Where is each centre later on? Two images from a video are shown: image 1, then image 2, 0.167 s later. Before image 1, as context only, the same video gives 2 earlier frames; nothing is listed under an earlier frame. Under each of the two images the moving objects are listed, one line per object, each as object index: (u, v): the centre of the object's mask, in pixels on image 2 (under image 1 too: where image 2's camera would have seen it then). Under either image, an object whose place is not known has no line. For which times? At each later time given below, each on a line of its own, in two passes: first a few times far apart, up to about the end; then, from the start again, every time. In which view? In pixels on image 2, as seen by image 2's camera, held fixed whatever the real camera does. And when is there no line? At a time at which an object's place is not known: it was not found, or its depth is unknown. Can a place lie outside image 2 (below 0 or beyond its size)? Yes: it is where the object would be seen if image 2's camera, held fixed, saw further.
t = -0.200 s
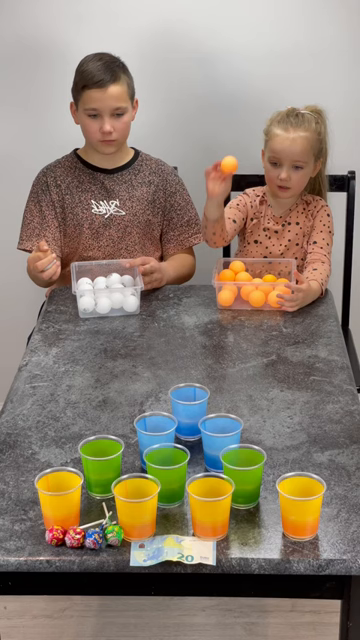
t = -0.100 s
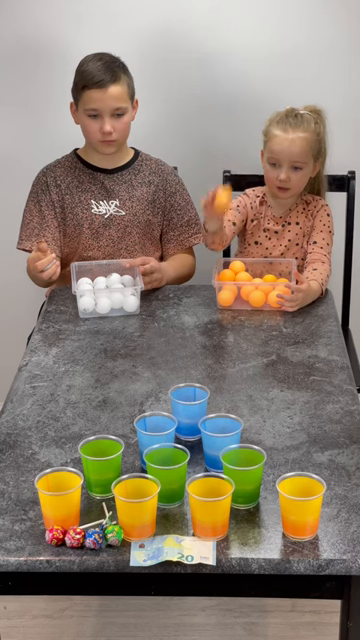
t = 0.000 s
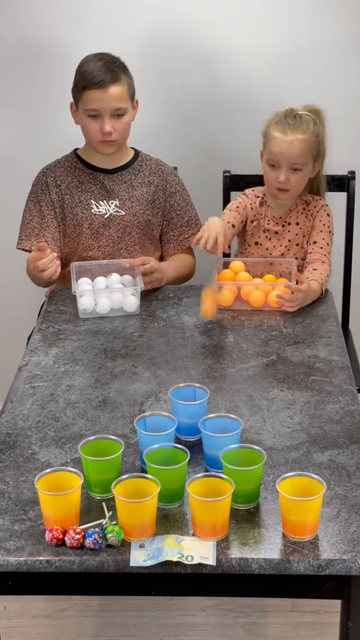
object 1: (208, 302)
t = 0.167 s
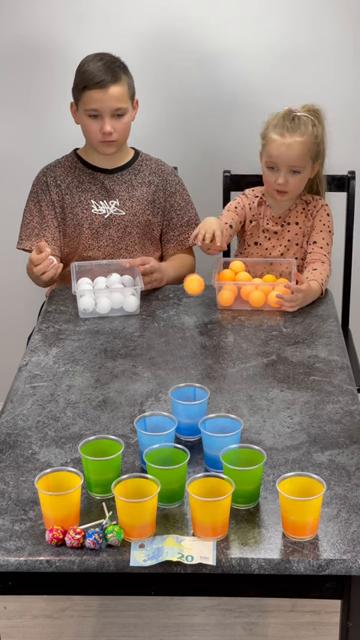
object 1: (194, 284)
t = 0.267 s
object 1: (185, 291)
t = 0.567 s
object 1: (192, 436)
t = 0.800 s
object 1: (195, 457)
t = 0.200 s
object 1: (191, 281)
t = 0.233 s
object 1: (188, 283)
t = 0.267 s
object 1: (185, 291)
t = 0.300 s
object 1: (183, 303)
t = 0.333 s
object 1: (180, 322)
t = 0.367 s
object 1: (177, 345)
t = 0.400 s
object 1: (173, 373)
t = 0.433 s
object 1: (177, 387)
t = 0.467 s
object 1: (184, 394)
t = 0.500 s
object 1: (190, 404)
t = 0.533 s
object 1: (194, 418)
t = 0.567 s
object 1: (192, 436)
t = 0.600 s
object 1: (193, 445)
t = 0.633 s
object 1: (190, 436)
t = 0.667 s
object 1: (186, 432)
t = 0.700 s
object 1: (188, 435)
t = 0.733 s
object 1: (190, 442)
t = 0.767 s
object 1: (194, 454)
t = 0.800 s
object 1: (195, 457)
